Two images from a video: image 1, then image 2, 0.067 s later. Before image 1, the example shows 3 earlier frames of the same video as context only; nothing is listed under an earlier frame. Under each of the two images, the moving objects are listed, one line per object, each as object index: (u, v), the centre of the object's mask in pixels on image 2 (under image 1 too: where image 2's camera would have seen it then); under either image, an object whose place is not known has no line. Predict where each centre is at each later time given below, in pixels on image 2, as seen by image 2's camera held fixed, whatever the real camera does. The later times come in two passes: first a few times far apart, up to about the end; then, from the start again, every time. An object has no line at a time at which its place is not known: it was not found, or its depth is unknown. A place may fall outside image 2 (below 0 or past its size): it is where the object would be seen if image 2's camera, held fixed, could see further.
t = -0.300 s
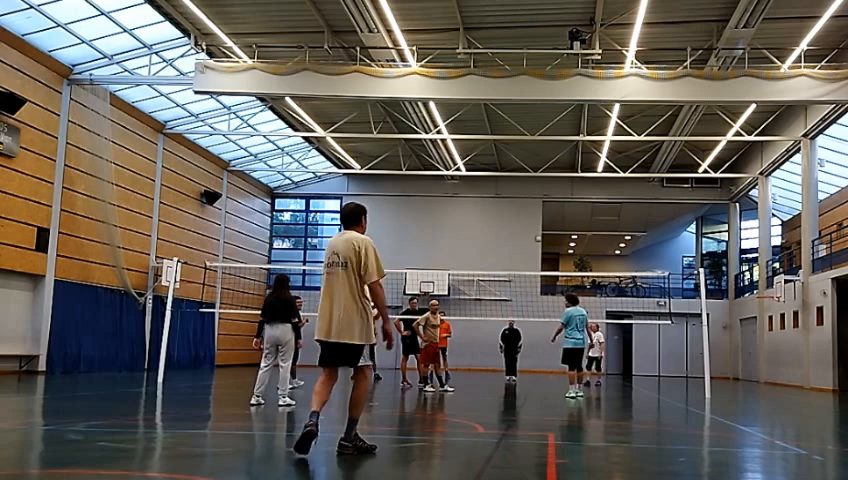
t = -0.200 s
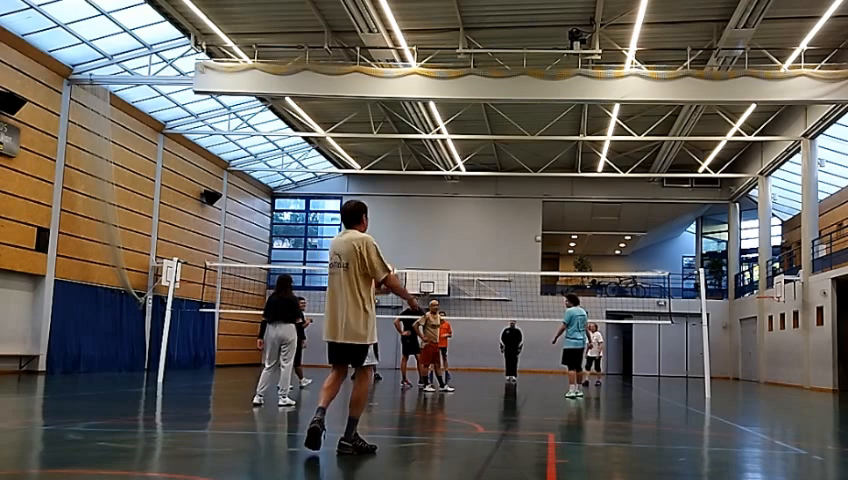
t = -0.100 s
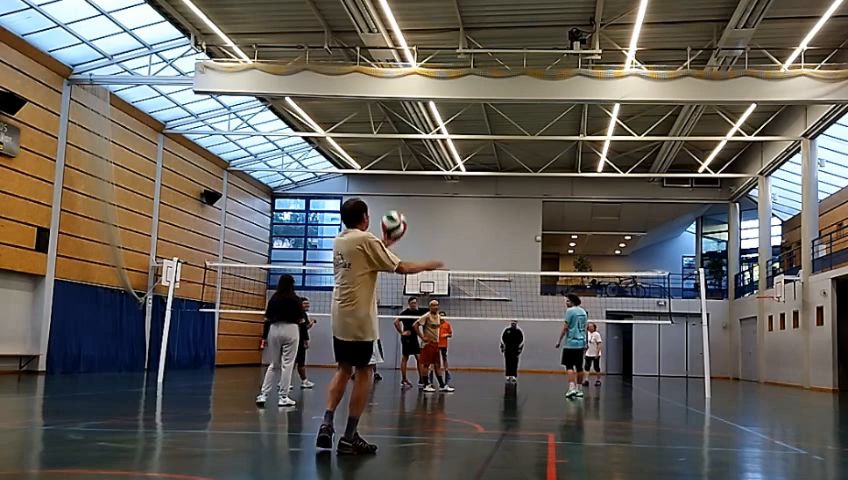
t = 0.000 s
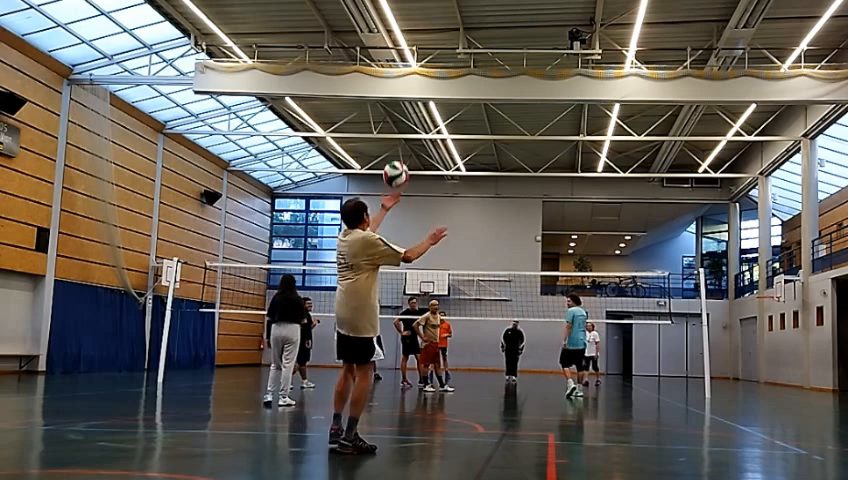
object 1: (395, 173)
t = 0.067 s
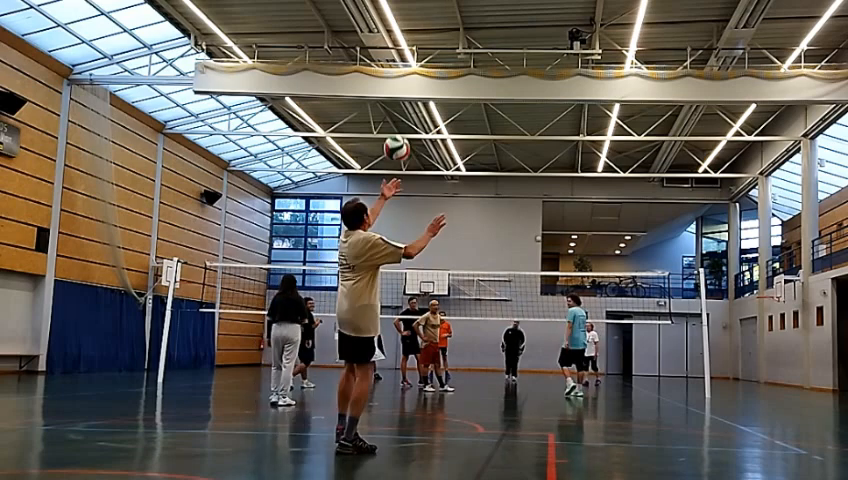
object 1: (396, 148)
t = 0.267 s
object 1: (397, 100)
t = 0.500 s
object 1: (396, 104)
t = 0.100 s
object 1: (397, 136)
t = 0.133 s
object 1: (396, 126)
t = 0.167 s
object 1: (397, 118)
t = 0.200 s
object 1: (397, 111)
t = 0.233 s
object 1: (397, 105)
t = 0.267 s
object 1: (397, 100)
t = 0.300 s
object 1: (397, 97)
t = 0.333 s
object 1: (397, 95)
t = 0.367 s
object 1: (397, 94)
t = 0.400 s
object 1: (397, 95)
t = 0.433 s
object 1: (397, 97)
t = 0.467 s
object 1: (396, 99)
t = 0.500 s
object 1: (396, 104)
